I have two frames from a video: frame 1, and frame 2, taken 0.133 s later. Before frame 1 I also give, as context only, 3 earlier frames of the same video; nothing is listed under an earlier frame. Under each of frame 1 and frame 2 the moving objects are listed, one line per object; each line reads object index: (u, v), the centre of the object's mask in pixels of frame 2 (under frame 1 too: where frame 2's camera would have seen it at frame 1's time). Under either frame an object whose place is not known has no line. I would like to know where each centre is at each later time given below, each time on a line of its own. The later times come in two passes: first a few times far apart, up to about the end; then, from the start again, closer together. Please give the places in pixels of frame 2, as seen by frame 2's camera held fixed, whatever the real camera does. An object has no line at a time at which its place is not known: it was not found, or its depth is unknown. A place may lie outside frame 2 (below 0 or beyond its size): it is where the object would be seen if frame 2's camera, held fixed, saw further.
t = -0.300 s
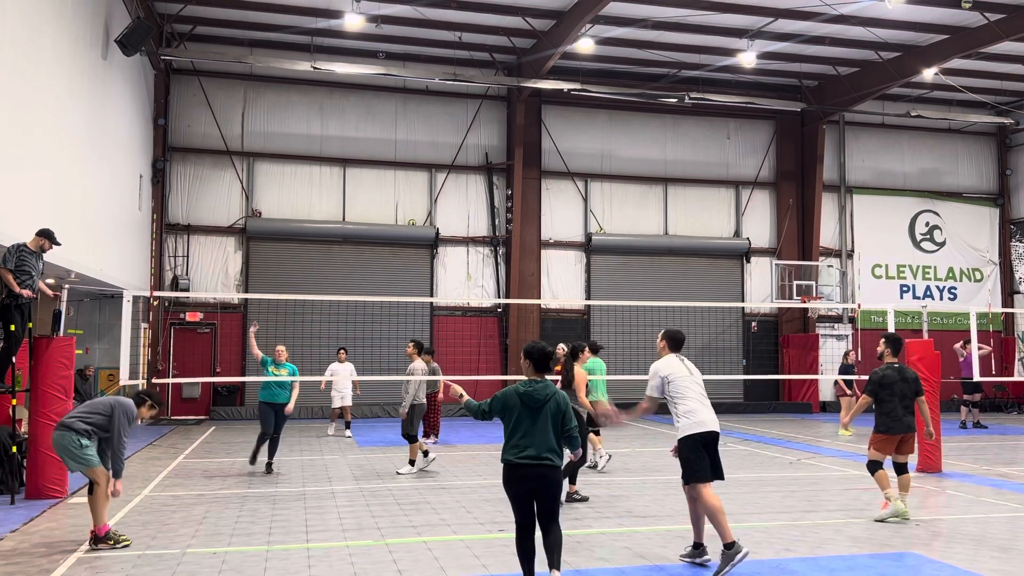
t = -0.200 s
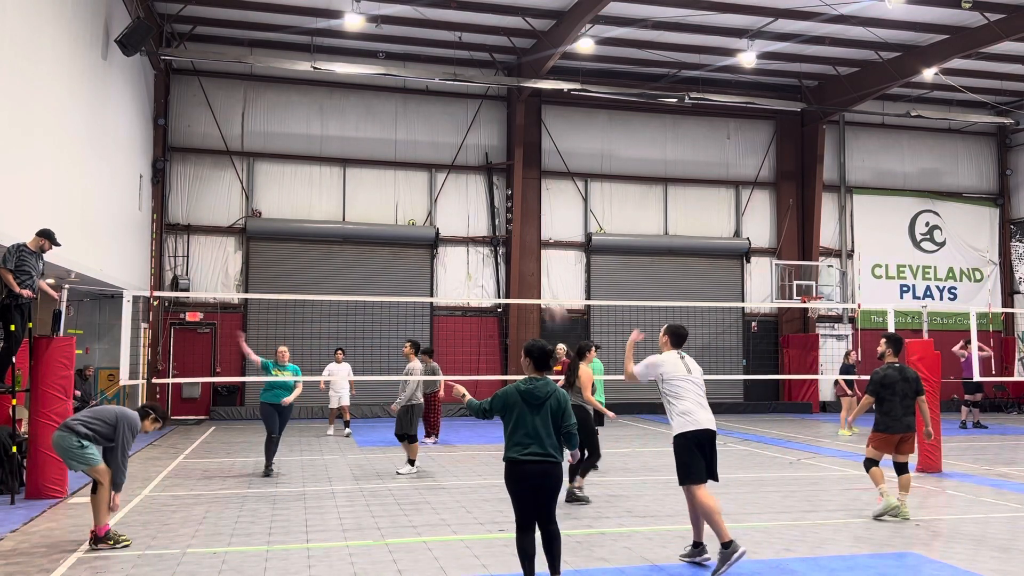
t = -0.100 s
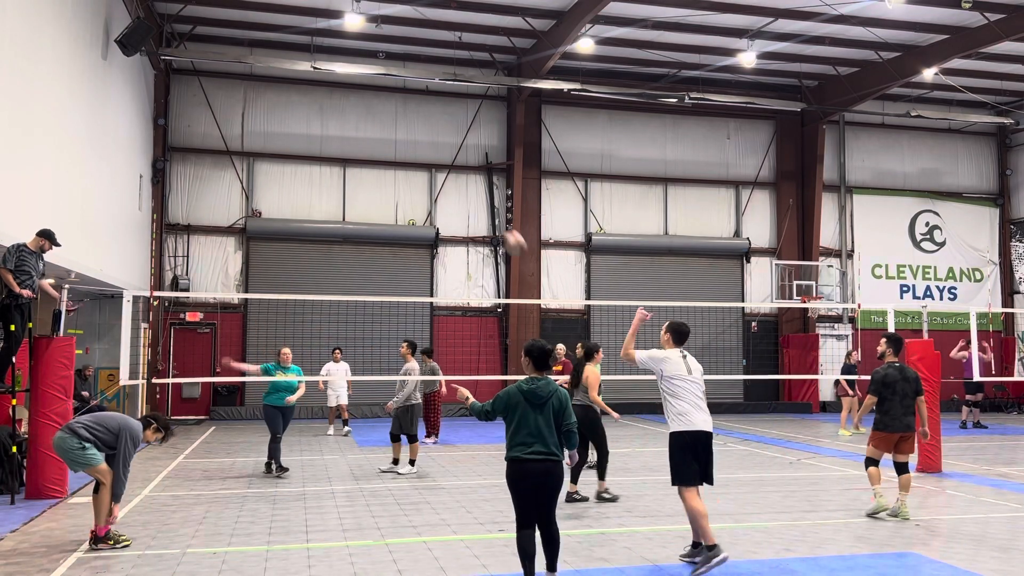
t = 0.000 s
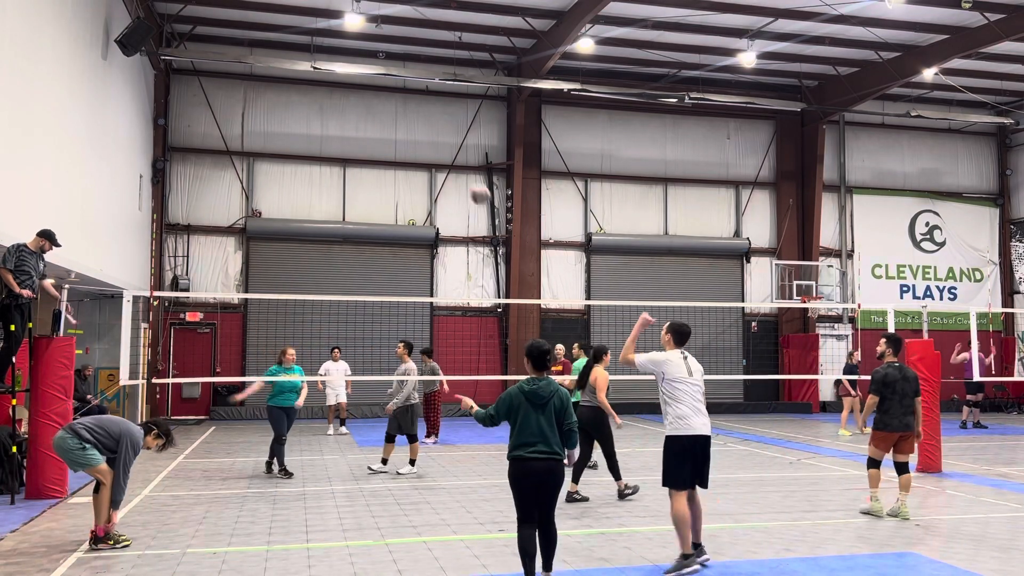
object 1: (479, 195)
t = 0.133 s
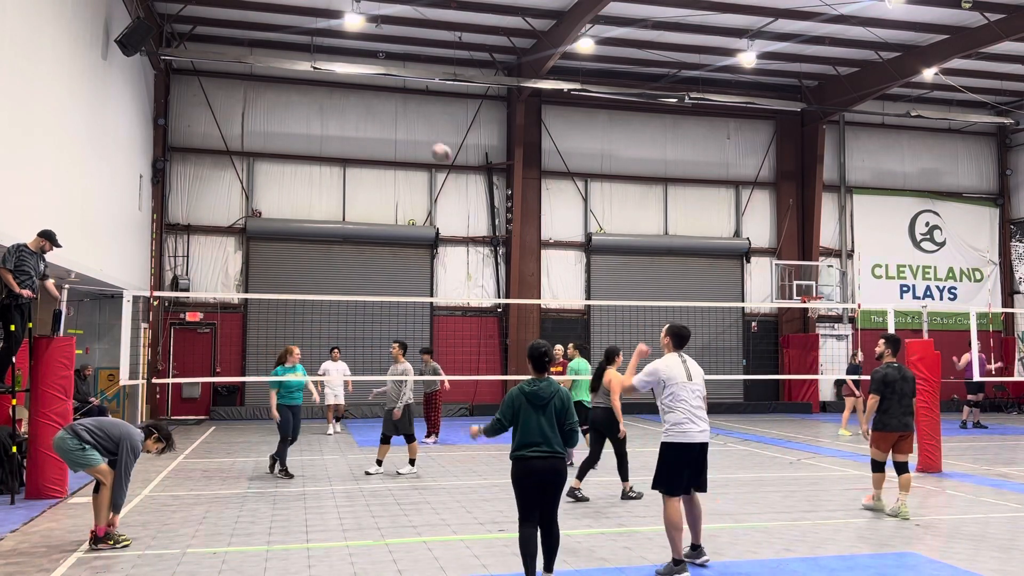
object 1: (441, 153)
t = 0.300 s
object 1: (402, 131)
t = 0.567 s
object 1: (353, 144)
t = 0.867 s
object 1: (311, 206)
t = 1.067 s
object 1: (287, 265)
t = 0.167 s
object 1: (433, 146)
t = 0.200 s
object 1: (425, 141)
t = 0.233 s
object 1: (417, 136)
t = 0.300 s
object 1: (402, 131)
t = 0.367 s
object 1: (388, 129)
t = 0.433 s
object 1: (376, 131)
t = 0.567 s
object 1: (353, 144)
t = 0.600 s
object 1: (348, 148)
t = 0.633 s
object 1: (343, 153)
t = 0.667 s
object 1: (338, 159)
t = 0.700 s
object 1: (333, 166)
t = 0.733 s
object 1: (329, 172)
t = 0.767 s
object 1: (324, 180)
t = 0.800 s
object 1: (319, 189)
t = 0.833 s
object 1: (315, 197)
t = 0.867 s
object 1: (311, 206)
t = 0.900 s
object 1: (306, 216)
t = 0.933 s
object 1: (302, 224)
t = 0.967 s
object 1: (298, 233)
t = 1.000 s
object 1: (295, 243)
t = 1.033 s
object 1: (291, 254)
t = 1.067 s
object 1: (287, 265)
